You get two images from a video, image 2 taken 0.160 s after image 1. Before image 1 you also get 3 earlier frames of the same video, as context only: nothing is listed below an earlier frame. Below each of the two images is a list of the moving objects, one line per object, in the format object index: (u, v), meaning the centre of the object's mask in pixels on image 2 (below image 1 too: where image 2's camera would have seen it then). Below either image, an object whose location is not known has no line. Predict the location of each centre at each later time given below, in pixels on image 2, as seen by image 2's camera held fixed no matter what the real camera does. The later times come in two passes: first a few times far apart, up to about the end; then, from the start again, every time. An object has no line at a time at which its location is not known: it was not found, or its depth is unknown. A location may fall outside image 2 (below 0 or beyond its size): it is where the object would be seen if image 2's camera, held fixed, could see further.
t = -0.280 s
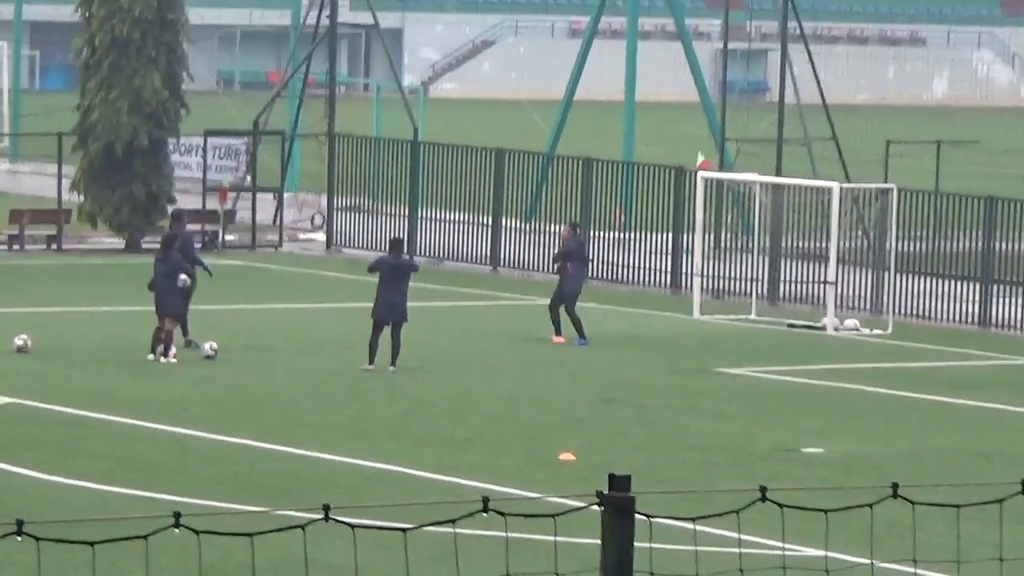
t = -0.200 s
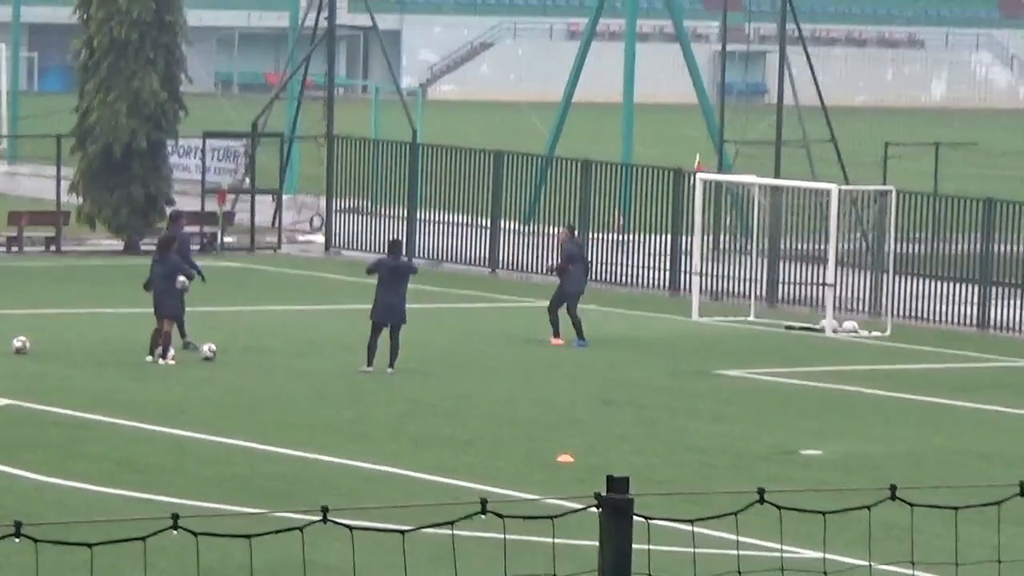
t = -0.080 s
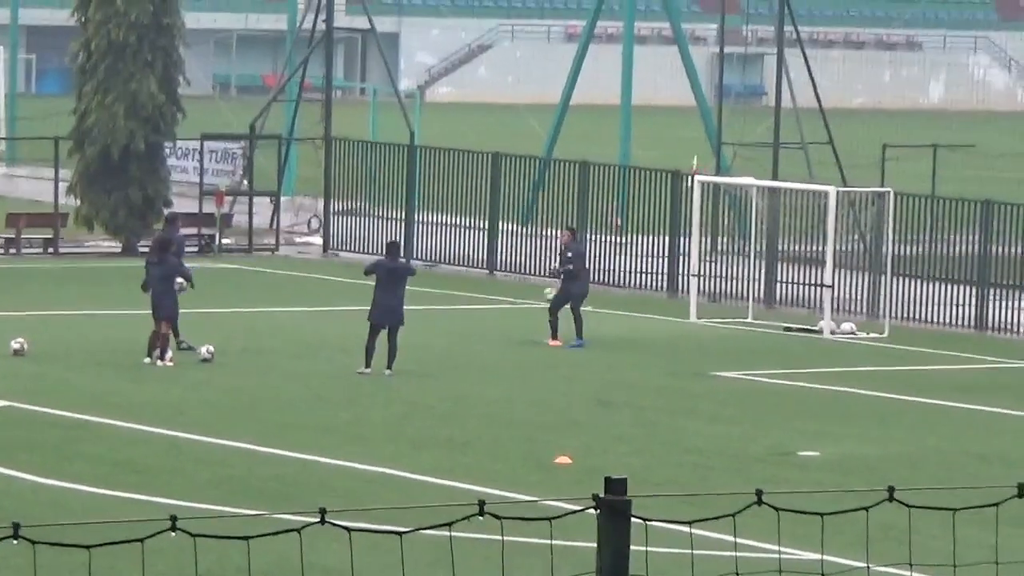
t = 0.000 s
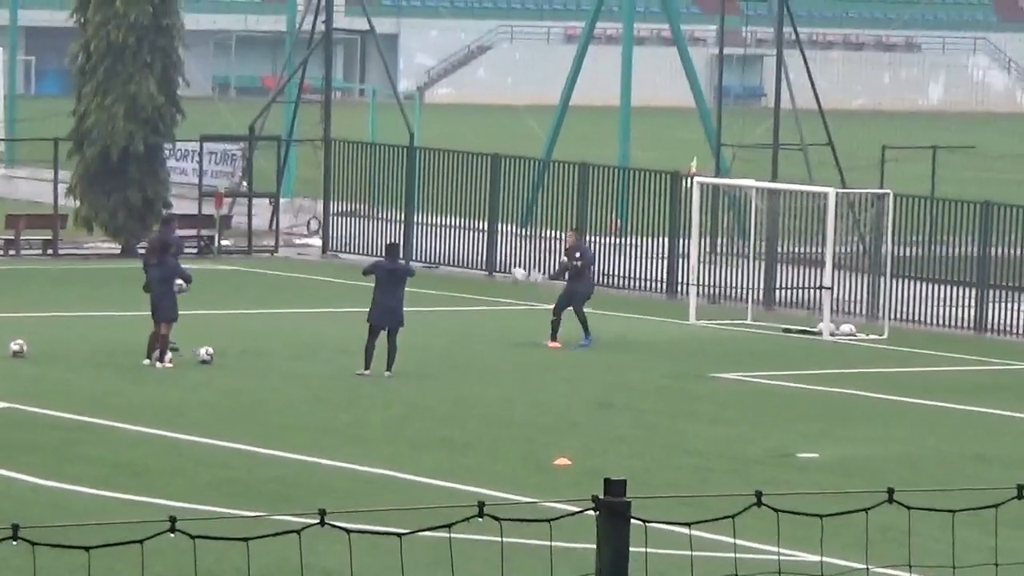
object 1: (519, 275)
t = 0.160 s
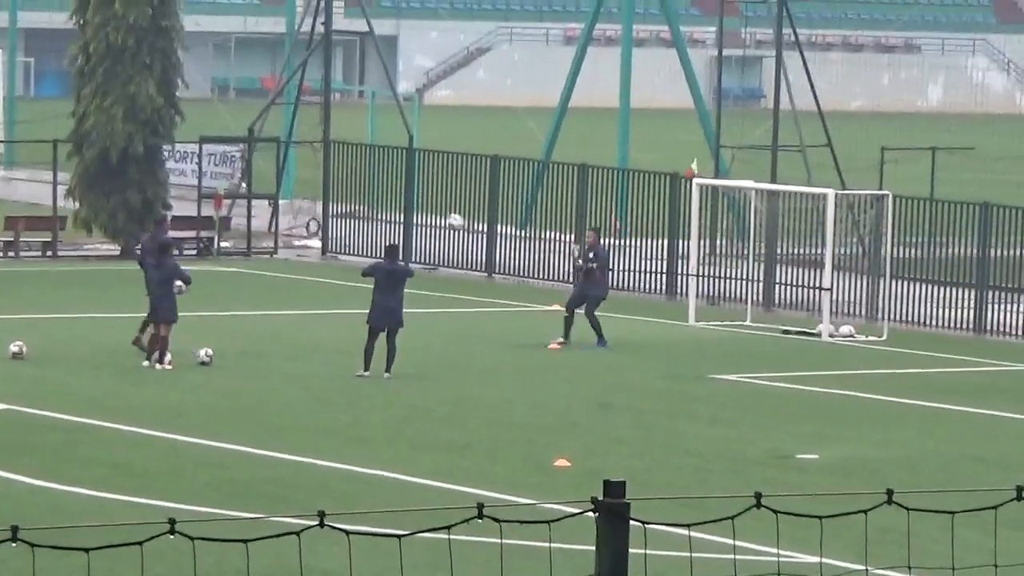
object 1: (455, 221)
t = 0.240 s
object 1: (423, 200)
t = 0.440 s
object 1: (342, 169)
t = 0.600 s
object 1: (276, 167)
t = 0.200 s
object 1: (439, 210)
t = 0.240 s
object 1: (423, 200)
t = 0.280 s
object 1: (407, 192)
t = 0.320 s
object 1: (391, 184)
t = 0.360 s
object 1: (375, 177)
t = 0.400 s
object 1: (358, 173)
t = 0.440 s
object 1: (342, 169)
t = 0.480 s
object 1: (325, 167)
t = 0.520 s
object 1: (310, 165)
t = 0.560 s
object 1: (293, 166)
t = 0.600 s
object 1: (276, 167)
